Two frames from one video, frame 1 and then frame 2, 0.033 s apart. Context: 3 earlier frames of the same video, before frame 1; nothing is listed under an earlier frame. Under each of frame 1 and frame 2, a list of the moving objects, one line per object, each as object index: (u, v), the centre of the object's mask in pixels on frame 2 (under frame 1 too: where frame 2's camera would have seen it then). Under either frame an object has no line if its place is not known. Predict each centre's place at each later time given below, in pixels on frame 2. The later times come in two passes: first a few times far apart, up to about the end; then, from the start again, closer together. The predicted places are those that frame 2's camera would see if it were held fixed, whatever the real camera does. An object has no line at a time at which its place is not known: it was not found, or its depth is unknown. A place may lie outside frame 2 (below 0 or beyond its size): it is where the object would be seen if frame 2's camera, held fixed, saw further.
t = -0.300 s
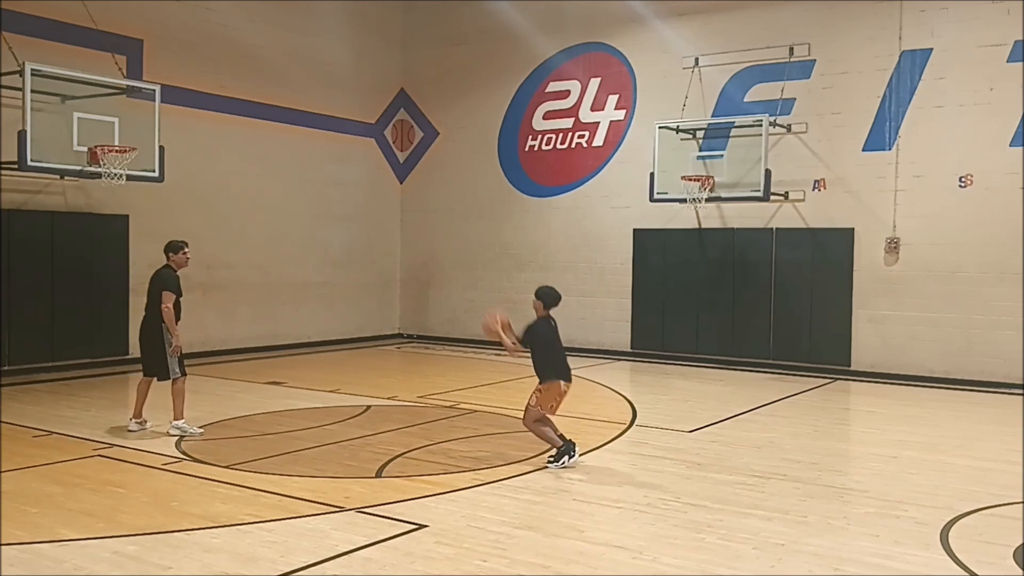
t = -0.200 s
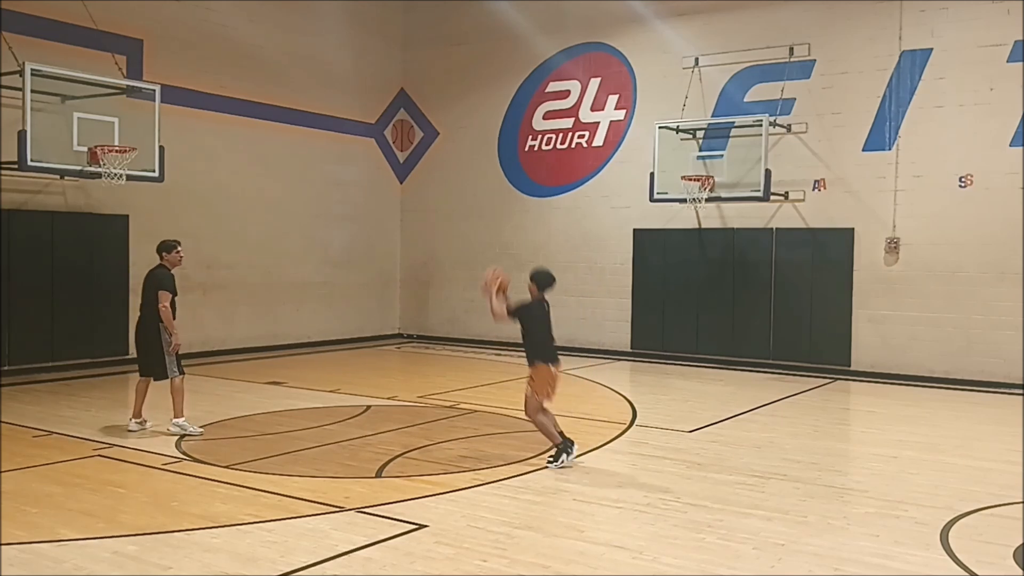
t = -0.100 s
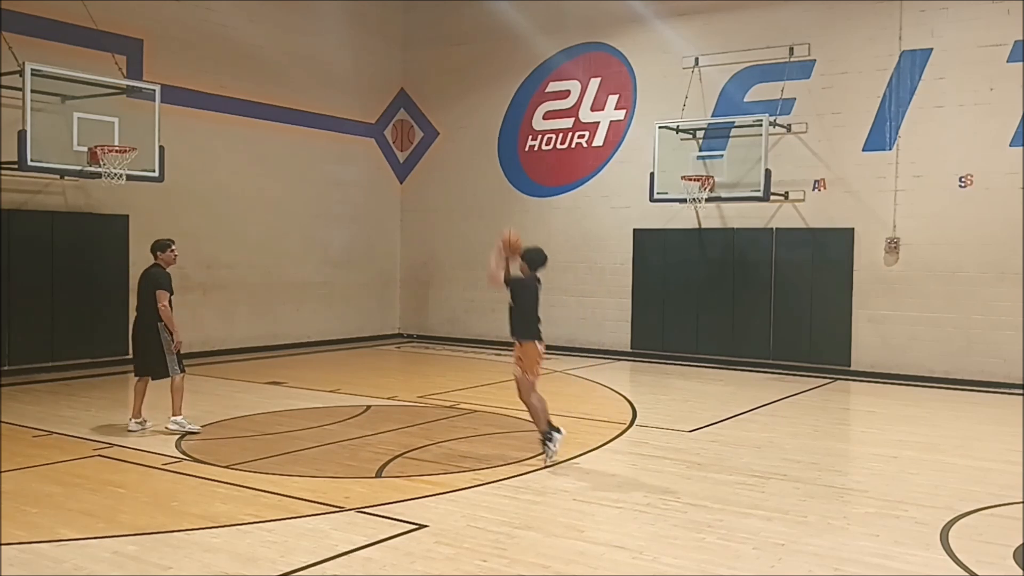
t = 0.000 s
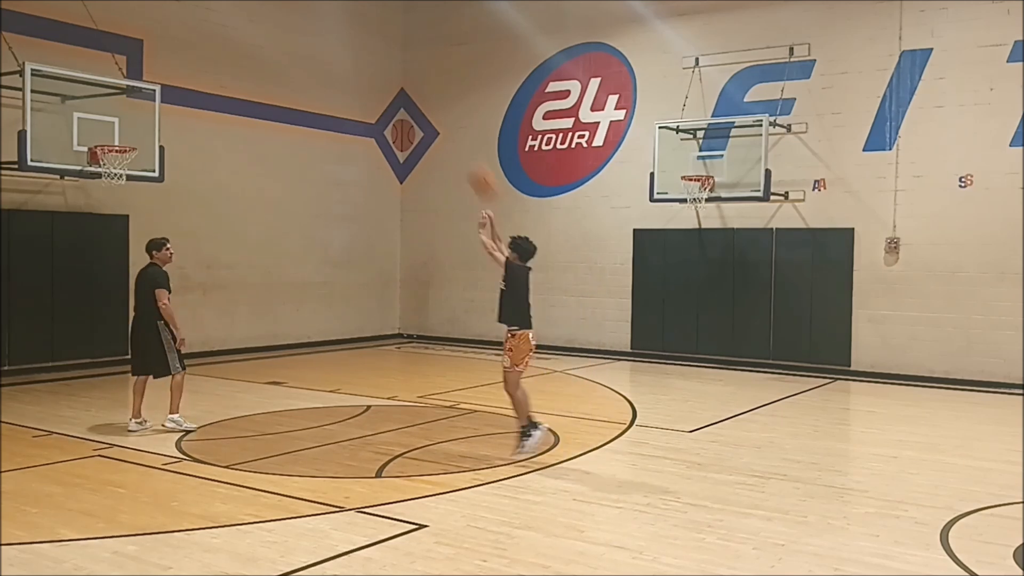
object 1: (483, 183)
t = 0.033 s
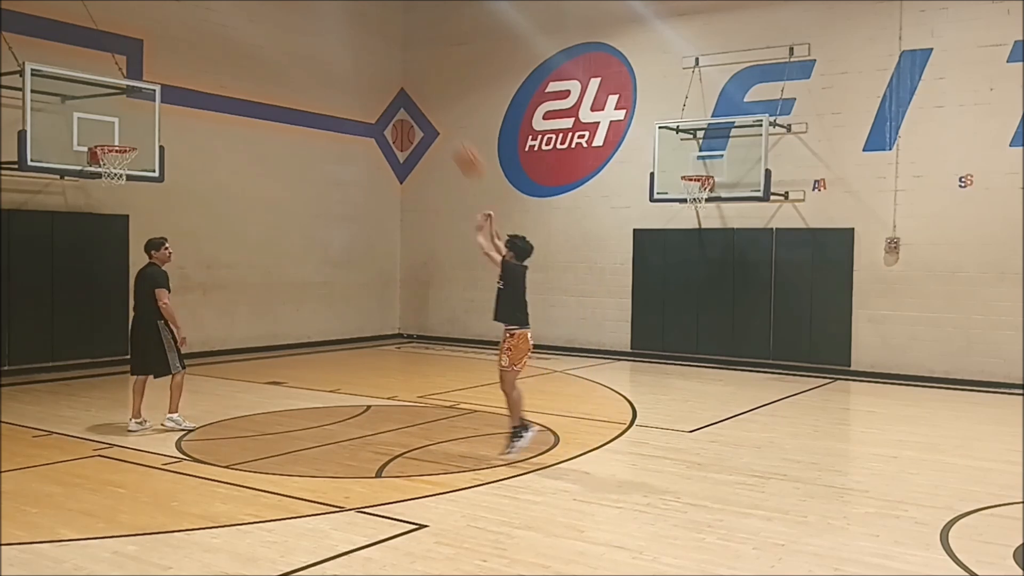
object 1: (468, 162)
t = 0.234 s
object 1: (386, 59)
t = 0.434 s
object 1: (313, 11)
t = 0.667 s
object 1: (239, 7)
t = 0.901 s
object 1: (173, 48)
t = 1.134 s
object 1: (114, 131)
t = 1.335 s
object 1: (139, 159)
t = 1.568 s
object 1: (121, 175)
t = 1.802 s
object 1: (91, 226)
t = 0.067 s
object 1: (454, 139)
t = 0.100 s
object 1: (440, 119)
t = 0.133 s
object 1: (425, 102)
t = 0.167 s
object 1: (413, 88)
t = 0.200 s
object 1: (400, 72)
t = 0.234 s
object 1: (386, 59)
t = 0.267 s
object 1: (372, 47)
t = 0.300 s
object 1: (359, 38)
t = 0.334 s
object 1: (347, 28)
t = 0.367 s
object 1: (337, 21)
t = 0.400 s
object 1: (325, 15)
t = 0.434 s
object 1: (313, 11)
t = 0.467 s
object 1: (303, 8)
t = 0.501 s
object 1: (292, 7)
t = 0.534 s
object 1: (281, 6)
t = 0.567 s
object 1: (270, 6)
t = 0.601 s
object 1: (259, 6)
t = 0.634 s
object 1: (249, 6)
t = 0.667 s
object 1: (239, 7)
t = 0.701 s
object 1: (229, 9)
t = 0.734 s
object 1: (219, 12)
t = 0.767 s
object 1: (210, 18)
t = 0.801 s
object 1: (201, 24)
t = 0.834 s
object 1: (191, 31)
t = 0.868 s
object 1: (182, 39)
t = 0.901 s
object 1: (173, 48)
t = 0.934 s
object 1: (164, 58)
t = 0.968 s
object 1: (156, 68)
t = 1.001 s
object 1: (148, 78)
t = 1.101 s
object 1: (122, 116)
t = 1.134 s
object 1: (114, 131)
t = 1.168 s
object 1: (106, 140)
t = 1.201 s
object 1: (116, 153)
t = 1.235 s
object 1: (130, 163)
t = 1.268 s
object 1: (135, 162)
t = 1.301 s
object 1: (138, 159)
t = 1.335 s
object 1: (139, 159)
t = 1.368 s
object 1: (139, 160)
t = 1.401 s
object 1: (136, 161)
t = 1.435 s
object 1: (134, 164)
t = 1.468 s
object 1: (131, 169)
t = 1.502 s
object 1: (127, 170)
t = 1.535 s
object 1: (124, 172)
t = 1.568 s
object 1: (121, 175)
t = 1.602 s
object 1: (115, 180)
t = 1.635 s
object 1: (110, 189)
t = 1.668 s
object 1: (107, 192)
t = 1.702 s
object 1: (102, 200)
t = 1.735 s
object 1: (98, 208)
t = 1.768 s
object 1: (94, 217)
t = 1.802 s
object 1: (91, 226)
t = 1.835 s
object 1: (87, 236)
